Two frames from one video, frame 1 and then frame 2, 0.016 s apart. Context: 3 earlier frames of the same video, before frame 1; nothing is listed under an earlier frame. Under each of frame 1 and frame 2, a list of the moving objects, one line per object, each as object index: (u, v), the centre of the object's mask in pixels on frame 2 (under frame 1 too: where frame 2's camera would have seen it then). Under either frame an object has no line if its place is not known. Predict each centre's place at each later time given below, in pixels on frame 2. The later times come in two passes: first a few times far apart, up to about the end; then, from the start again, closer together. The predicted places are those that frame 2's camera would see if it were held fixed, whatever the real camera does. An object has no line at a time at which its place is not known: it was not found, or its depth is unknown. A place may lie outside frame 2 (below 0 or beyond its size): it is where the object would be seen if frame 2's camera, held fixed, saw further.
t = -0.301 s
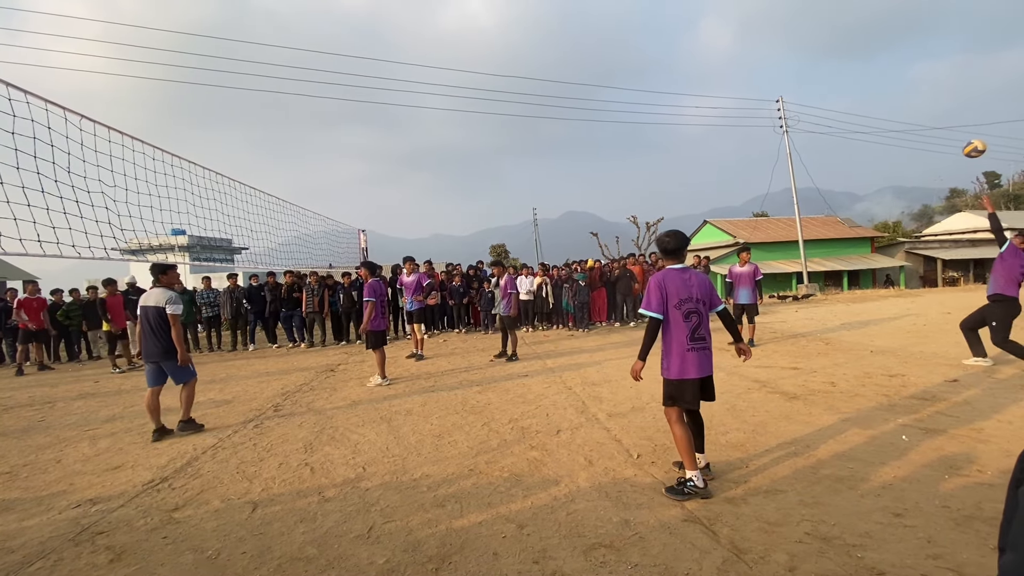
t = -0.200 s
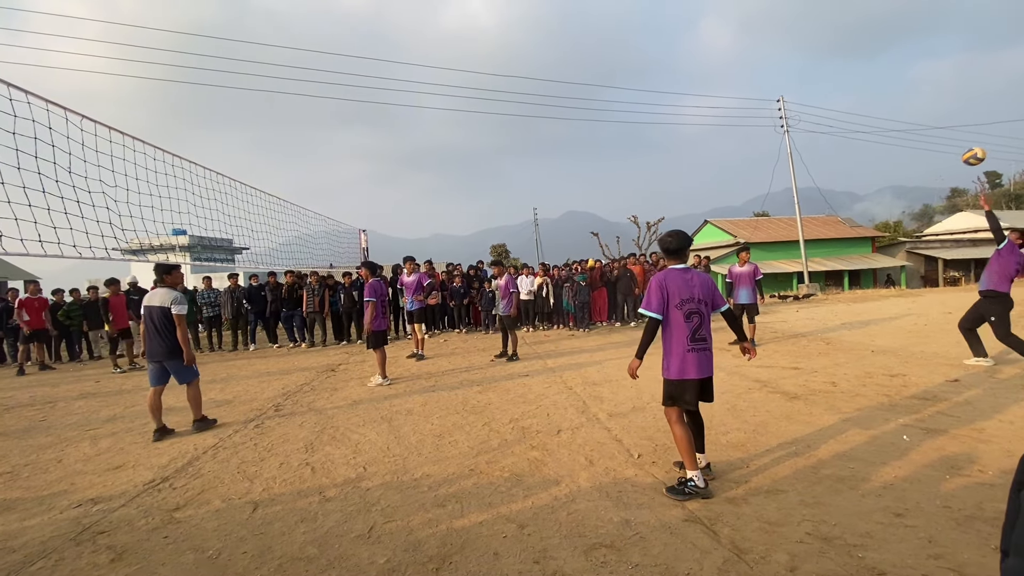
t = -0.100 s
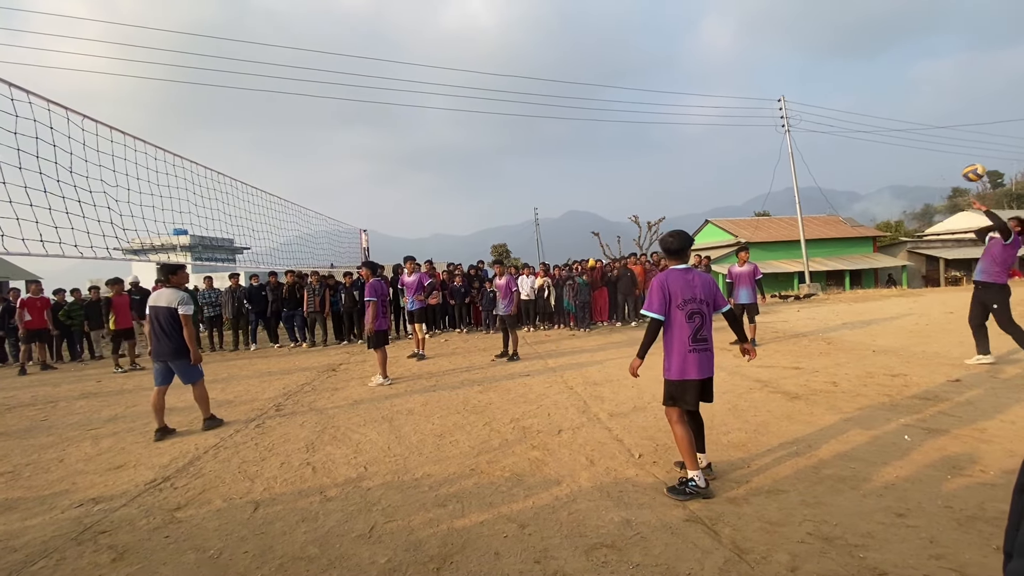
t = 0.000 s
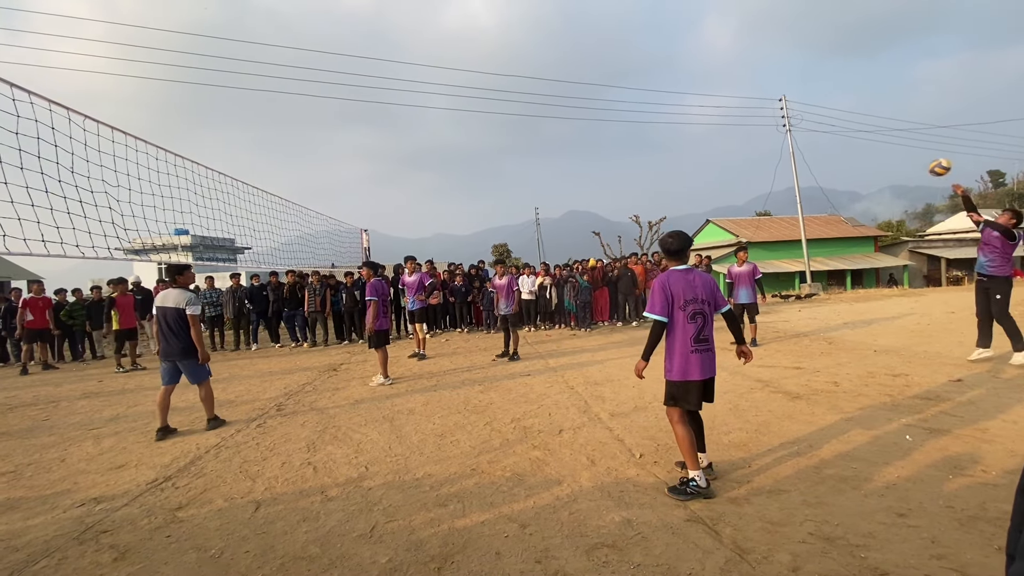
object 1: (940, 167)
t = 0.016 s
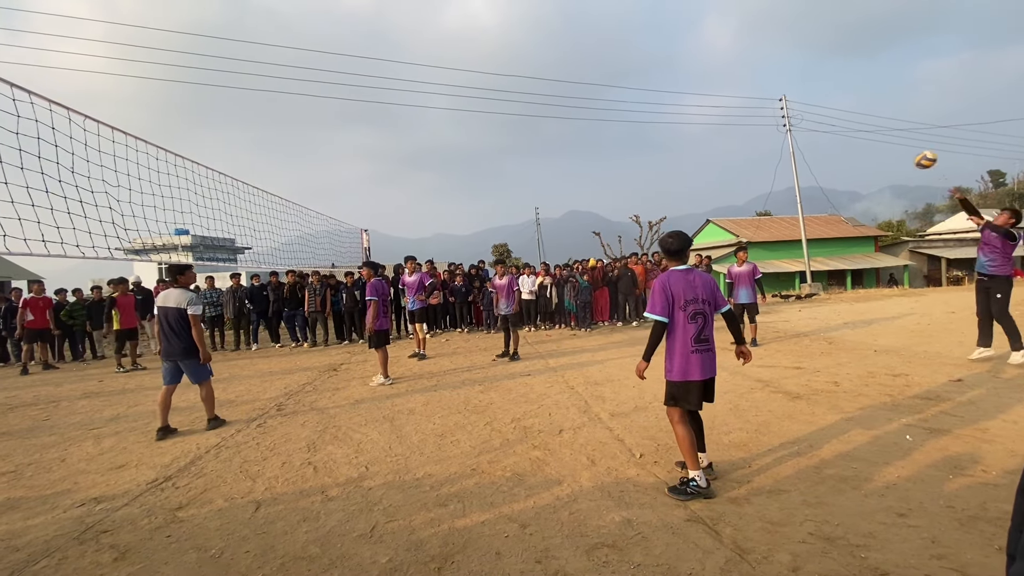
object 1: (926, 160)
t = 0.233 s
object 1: (736, 84)
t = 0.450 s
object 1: (549, 50)
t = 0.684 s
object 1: (357, 58)
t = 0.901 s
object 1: (192, 108)
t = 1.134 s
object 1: (35, 205)
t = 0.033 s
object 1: (911, 153)
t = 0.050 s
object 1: (896, 146)
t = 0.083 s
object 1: (867, 133)
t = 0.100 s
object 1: (853, 127)
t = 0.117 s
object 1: (838, 120)
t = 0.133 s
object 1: (823, 115)
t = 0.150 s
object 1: (809, 109)
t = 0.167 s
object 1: (794, 104)
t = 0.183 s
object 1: (780, 99)
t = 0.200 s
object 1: (765, 94)
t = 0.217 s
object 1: (751, 89)
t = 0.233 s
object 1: (736, 84)
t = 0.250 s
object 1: (722, 80)
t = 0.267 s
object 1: (707, 76)
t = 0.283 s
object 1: (692, 72)
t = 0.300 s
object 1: (678, 69)
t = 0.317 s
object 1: (663, 66)
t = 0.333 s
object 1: (649, 63)
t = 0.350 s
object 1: (634, 60)
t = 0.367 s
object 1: (620, 58)
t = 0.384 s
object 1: (606, 56)
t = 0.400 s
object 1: (591, 54)
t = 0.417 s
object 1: (577, 52)
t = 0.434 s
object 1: (563, 51)
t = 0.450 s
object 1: (549, 50)
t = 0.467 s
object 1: (535, 49)
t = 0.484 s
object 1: (521, 48)
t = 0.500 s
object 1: (508, 48)
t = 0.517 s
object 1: (494, 48)
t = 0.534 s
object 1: (480, 48)
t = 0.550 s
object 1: (466, 48)
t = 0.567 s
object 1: (452, 49)
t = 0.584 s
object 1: (438, 50)
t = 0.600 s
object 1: (425, 50)
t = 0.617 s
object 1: (411, 52)
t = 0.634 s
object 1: (398, 53)
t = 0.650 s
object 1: (384, 55)
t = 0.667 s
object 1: (371, 57)
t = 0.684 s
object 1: (357, 58)
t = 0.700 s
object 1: (344, 61)
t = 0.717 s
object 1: (331, 63)
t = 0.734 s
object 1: (317, 66)
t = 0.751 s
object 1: (305, 69)
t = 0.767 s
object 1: (292, 72)
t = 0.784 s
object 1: (279, 76)
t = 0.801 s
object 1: (266, 80)
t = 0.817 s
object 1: (254, 84)
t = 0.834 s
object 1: (241, 88)
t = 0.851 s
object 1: (229, 93)
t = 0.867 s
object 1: (216, 97)
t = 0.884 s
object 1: (204, 103)
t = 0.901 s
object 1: (192, 108)
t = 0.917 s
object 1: (180, 114)
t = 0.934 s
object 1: (168, 119)
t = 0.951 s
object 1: (156, 125)
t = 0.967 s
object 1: (144, 131)
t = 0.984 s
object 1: (133, 138)
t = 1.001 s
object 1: (122, 144)
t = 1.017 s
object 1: (110, 151)
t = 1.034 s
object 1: (99, 158)
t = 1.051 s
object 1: (87, 166)
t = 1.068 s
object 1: (78, 173)
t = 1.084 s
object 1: (67, 181)
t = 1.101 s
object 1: (56, 188)
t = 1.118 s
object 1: (44, 196)
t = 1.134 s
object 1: (35, 205)
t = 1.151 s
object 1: (24, 212)
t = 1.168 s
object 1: (13, 221)
